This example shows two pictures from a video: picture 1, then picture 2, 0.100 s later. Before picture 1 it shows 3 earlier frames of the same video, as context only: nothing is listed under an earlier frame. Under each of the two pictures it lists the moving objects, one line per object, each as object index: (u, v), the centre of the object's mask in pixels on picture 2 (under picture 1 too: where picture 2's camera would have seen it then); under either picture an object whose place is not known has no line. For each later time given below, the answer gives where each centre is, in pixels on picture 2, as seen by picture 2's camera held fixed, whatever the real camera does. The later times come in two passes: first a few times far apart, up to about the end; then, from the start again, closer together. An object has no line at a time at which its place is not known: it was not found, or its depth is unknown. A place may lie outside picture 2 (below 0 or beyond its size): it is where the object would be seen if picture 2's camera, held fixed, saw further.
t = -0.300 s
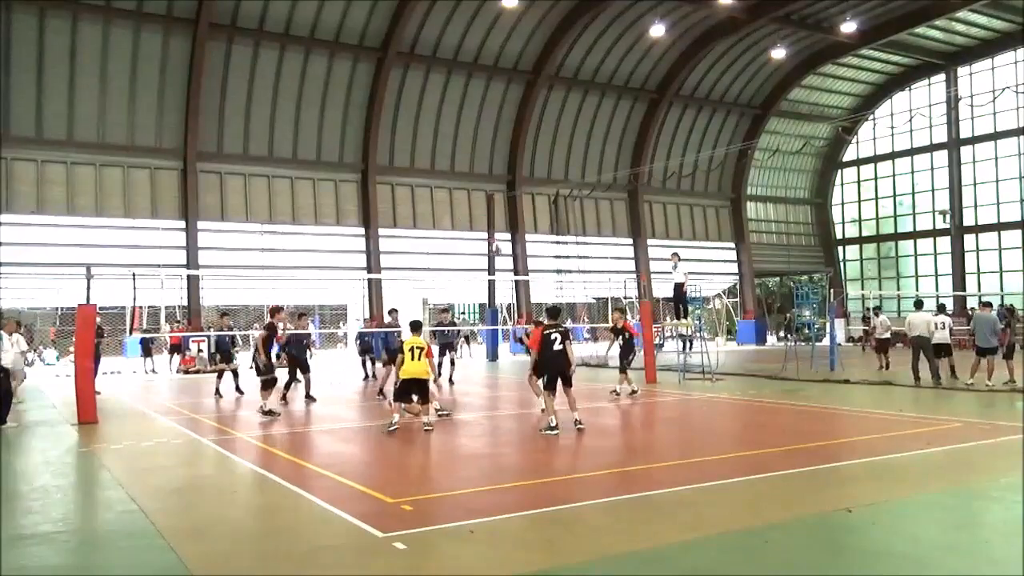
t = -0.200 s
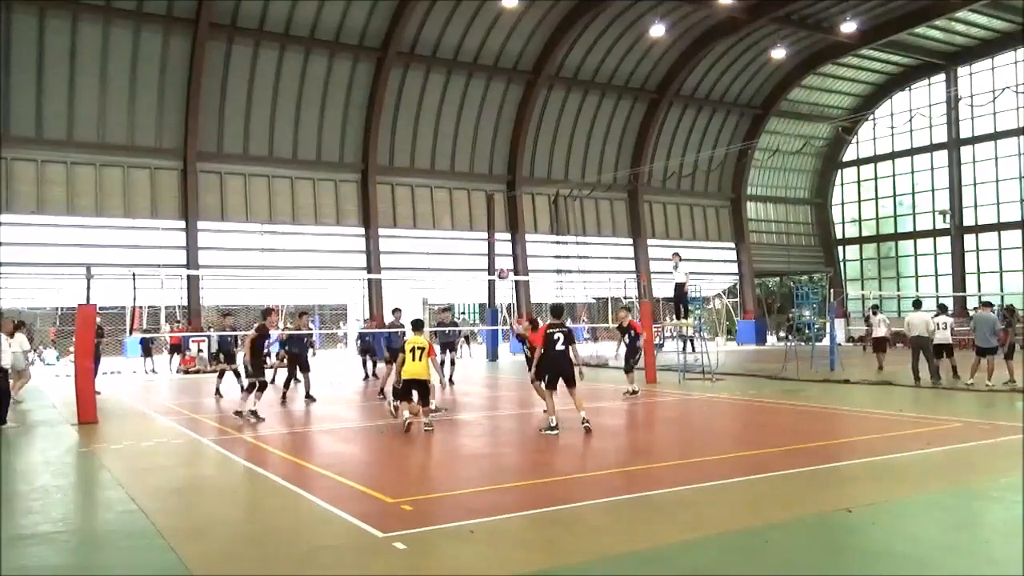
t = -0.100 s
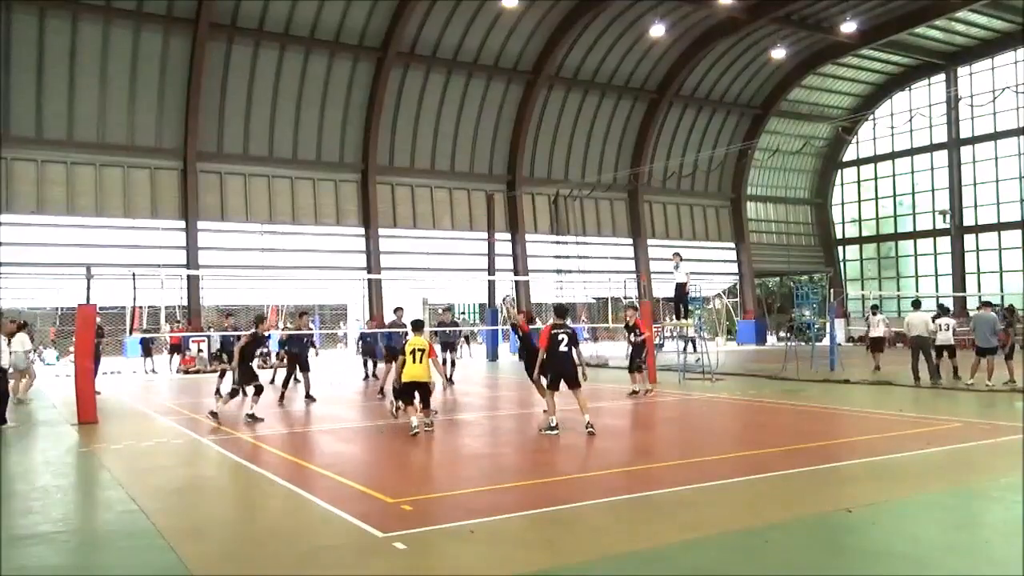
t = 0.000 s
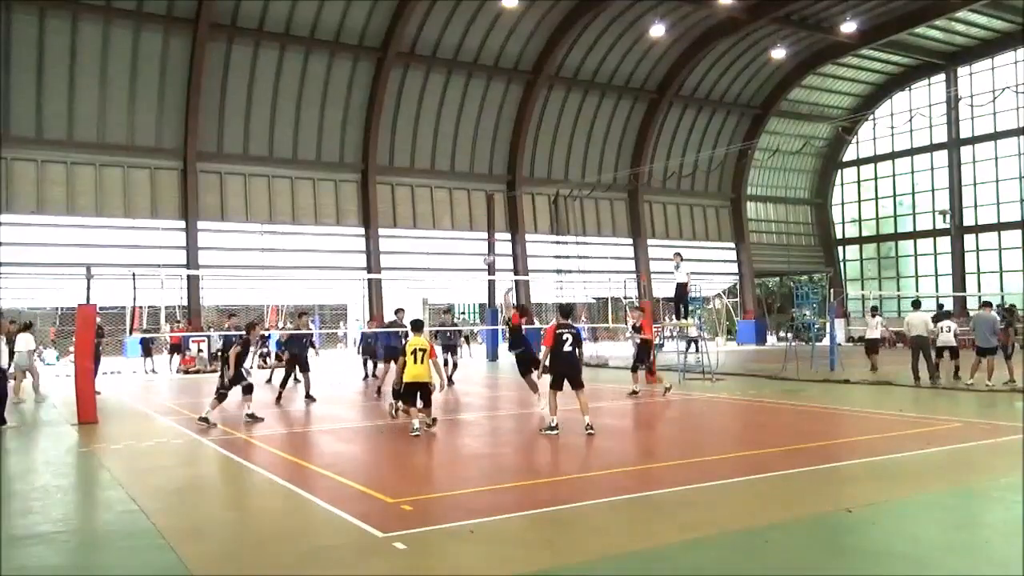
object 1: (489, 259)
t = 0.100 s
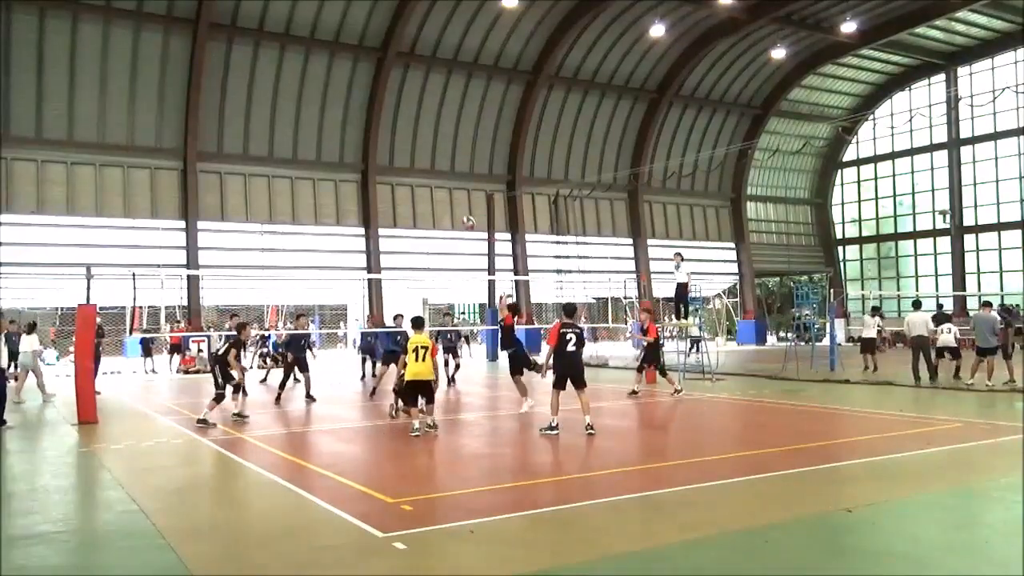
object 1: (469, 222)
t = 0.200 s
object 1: (448, 190)
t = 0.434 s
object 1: (404, 144)
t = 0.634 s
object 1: (367, 131)
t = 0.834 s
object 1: (332, 138)
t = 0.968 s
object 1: (310, 158)
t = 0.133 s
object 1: (463, 210)
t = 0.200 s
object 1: (448, 190)
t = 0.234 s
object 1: (442, 182)
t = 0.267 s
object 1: (435, 173)
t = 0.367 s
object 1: (416, 154)
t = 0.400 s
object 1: (413, 149)
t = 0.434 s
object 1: (404, 144)
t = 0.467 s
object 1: (399, 140)
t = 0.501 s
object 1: (392, 136)
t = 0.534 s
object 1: (386, 134)
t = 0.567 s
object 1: (379, 132)
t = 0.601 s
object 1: (373, 130)
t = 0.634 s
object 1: (367, 131)
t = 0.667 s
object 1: (362, 130)
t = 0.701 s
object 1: (356, 130)
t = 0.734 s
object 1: (350, 131)
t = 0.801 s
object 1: (339, 135)
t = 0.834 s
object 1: (332, 138)
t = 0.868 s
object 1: (327, 142)
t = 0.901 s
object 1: (321, 147)
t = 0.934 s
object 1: (316, 153)
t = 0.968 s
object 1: (310, 158)
